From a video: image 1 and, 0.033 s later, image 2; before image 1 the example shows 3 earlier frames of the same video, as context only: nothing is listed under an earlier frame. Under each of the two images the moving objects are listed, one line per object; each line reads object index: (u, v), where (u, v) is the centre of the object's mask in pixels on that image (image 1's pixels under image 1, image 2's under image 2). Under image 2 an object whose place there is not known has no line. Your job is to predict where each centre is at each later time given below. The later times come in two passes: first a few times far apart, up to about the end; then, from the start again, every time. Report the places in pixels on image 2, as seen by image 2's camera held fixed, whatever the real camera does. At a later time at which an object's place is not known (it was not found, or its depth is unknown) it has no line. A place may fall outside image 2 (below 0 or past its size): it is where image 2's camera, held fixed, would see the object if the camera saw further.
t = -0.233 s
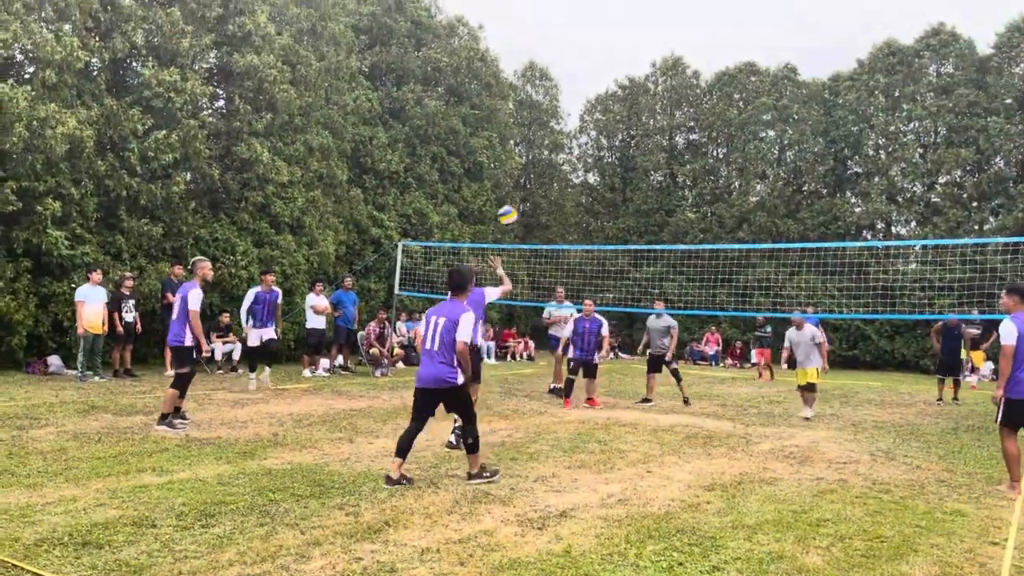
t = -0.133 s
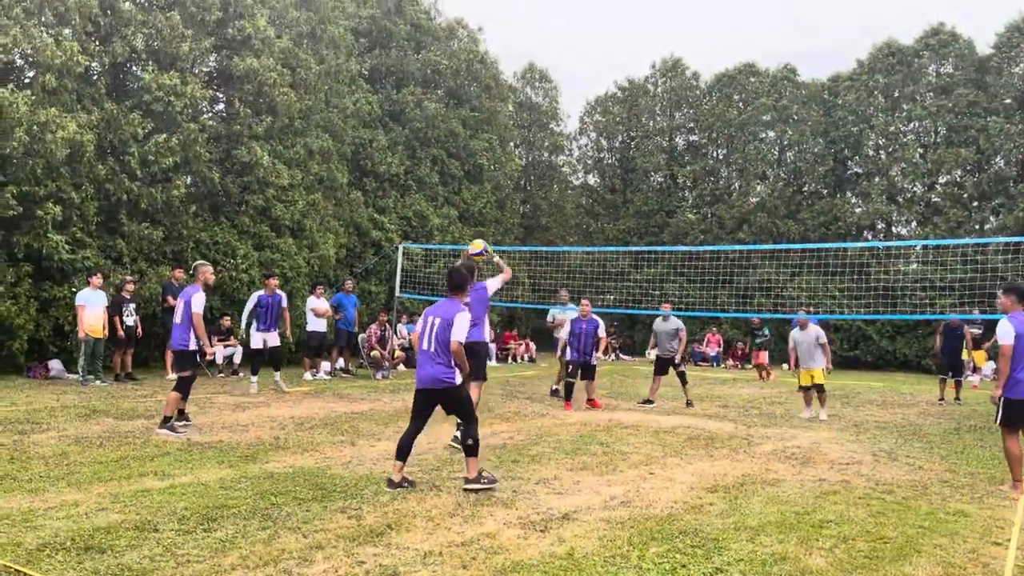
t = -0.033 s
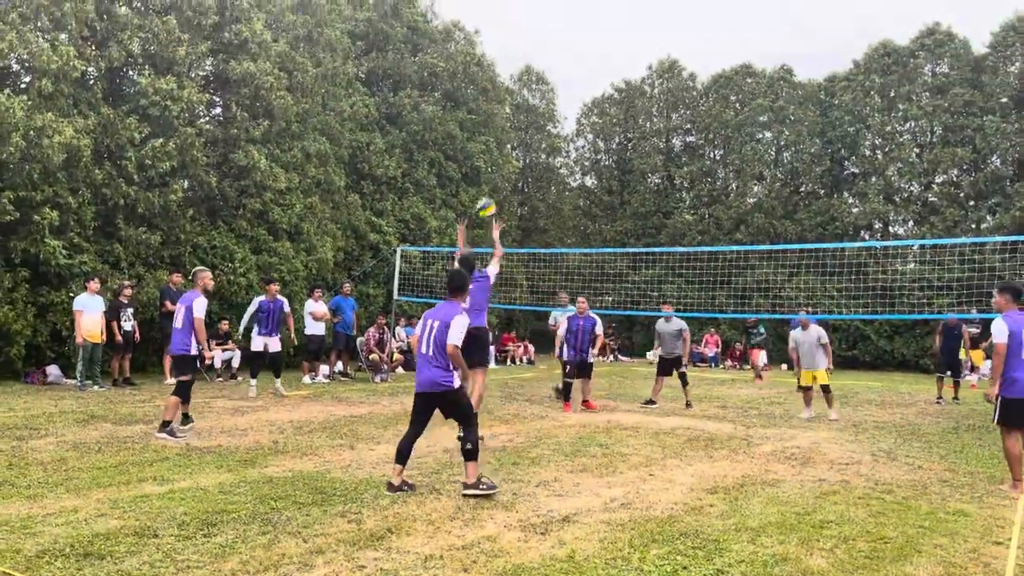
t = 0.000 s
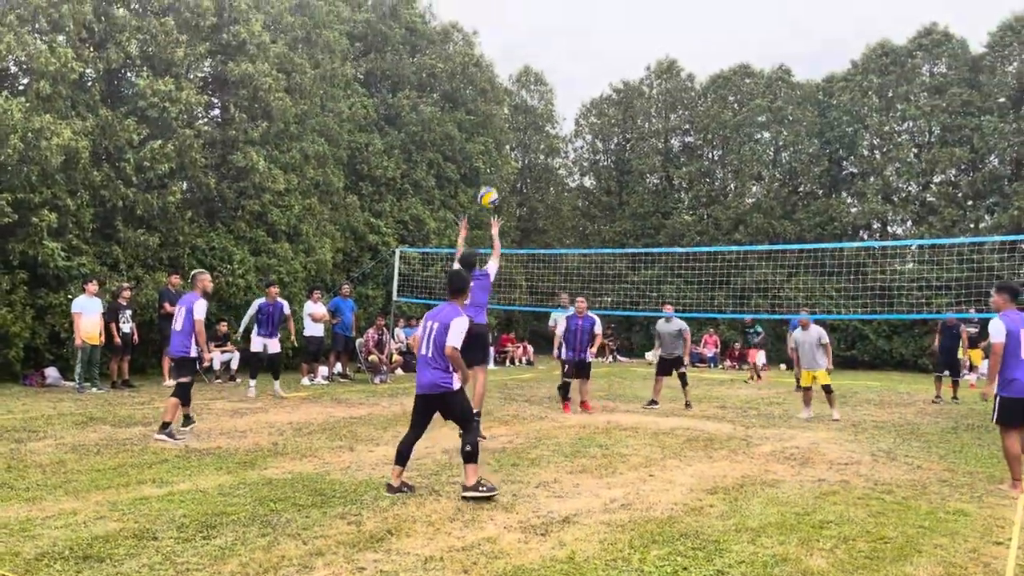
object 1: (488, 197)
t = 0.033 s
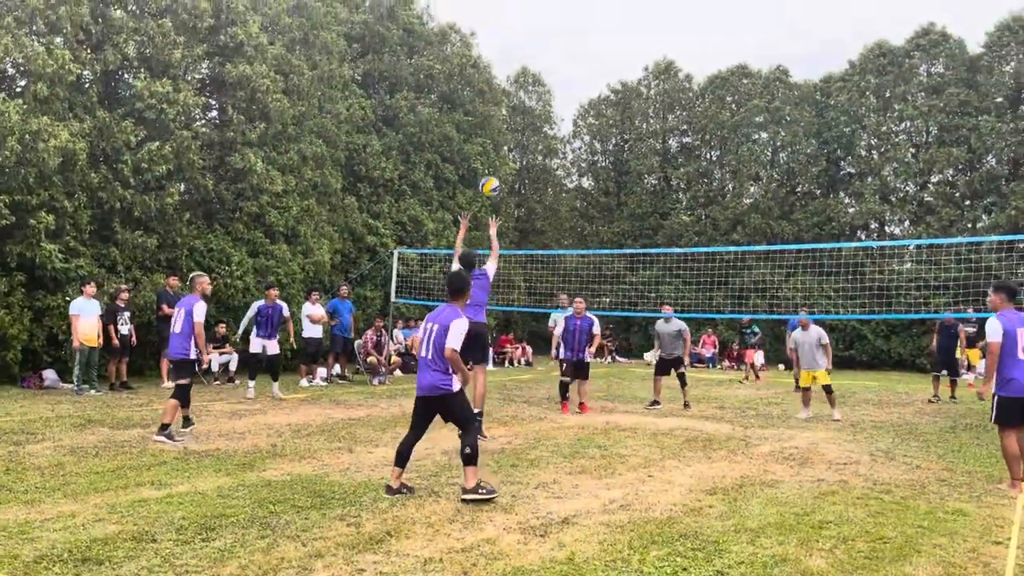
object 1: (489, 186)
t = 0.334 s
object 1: (515, 136)
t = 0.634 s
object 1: (536, 164)
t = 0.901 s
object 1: (547, 242)
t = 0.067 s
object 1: (492, 176)
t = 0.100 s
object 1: (496, 168)
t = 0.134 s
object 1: (499, 159)
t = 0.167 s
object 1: (502, 153)
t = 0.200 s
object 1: (505, 148)
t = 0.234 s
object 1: (507, 146)
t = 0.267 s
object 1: (510, 139)
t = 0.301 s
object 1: (512, 139)
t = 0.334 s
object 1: (515, 136)
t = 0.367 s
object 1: (518, 136)
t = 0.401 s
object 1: (521, 136)
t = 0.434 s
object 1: (523, 138)
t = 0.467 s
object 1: (525, 139)
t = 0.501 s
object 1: (527, 142)
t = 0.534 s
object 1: (528, 146)
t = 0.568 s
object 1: (530, 151)
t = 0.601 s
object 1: (533, 159)
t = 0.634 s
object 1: (536, 164)
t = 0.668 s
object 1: (537, 172)
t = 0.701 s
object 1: (538, 179)
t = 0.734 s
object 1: (540, 189)
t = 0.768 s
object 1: (542, 198)
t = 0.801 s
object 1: (543, 207)
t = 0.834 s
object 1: (544, 218)
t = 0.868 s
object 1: (545, 229)
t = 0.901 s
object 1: (547, 242)
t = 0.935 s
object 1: (549, 255)
